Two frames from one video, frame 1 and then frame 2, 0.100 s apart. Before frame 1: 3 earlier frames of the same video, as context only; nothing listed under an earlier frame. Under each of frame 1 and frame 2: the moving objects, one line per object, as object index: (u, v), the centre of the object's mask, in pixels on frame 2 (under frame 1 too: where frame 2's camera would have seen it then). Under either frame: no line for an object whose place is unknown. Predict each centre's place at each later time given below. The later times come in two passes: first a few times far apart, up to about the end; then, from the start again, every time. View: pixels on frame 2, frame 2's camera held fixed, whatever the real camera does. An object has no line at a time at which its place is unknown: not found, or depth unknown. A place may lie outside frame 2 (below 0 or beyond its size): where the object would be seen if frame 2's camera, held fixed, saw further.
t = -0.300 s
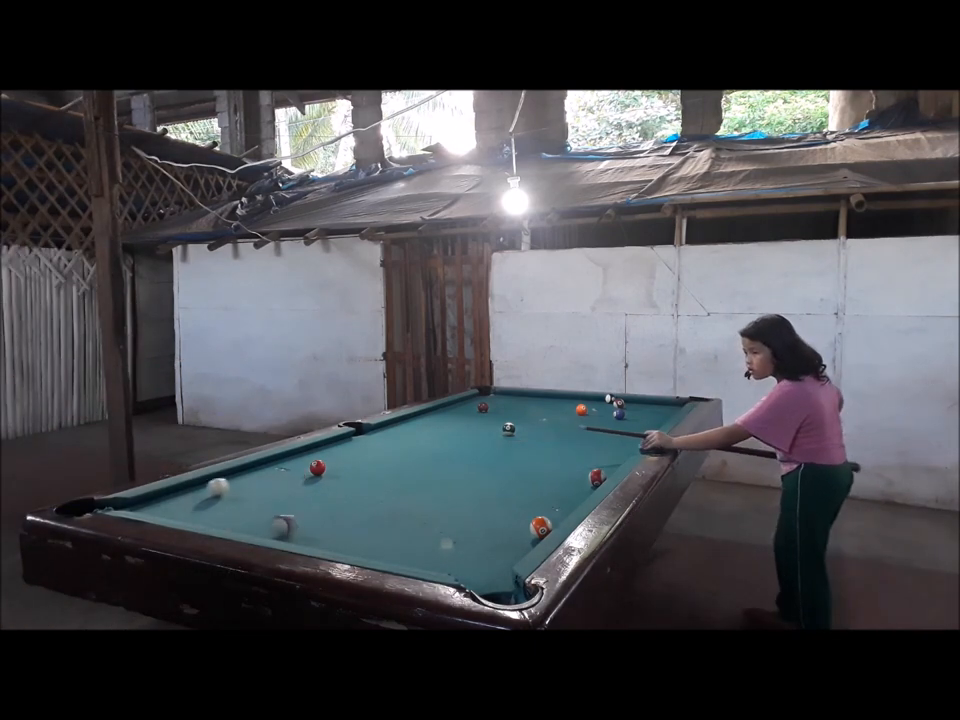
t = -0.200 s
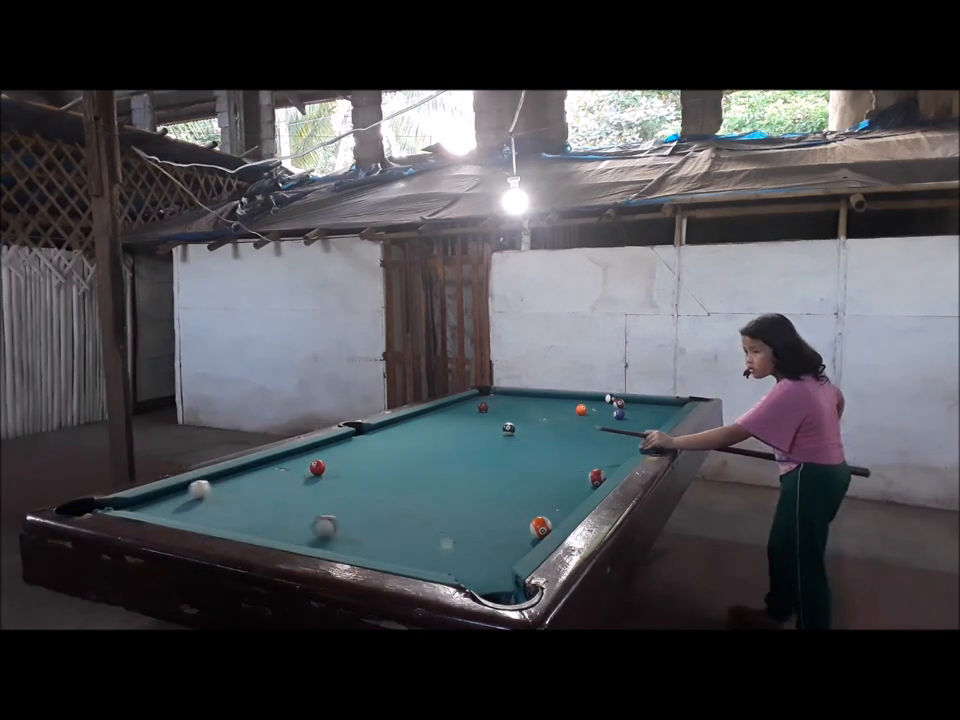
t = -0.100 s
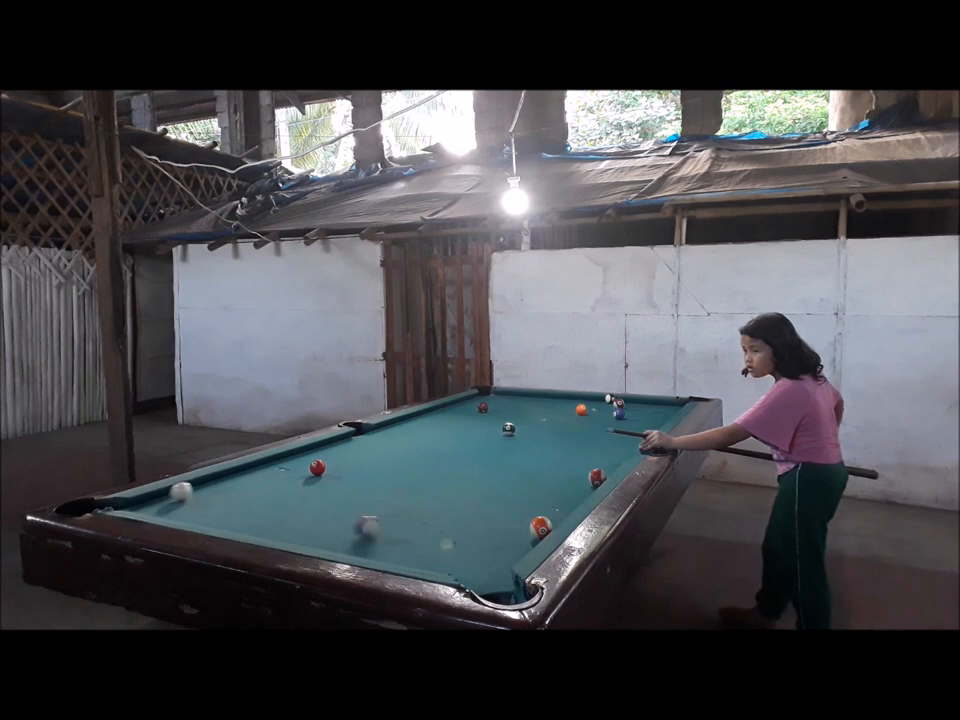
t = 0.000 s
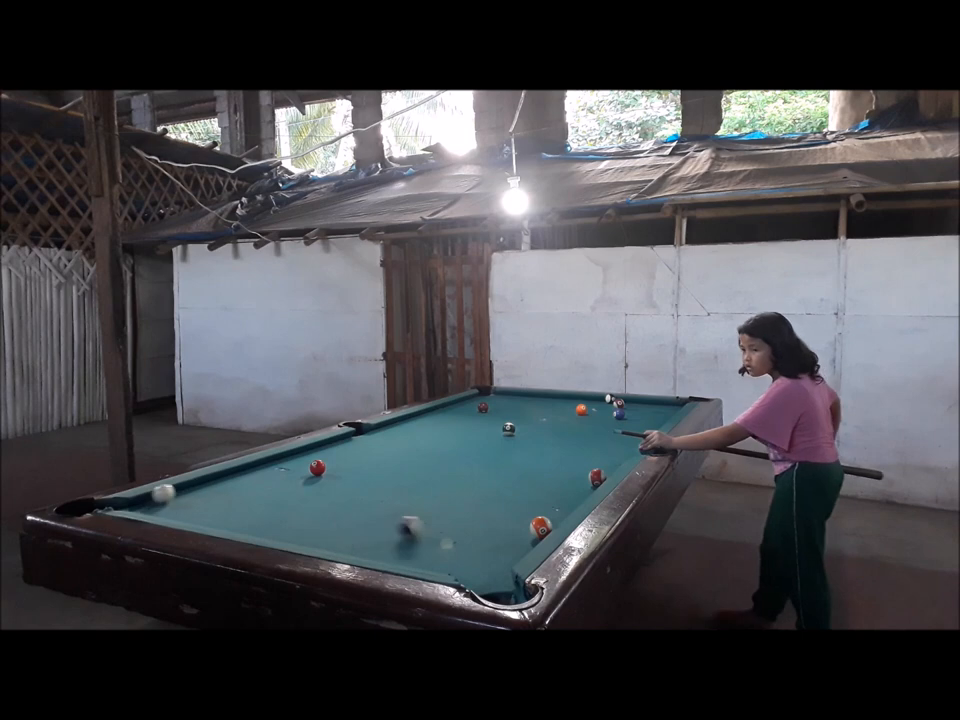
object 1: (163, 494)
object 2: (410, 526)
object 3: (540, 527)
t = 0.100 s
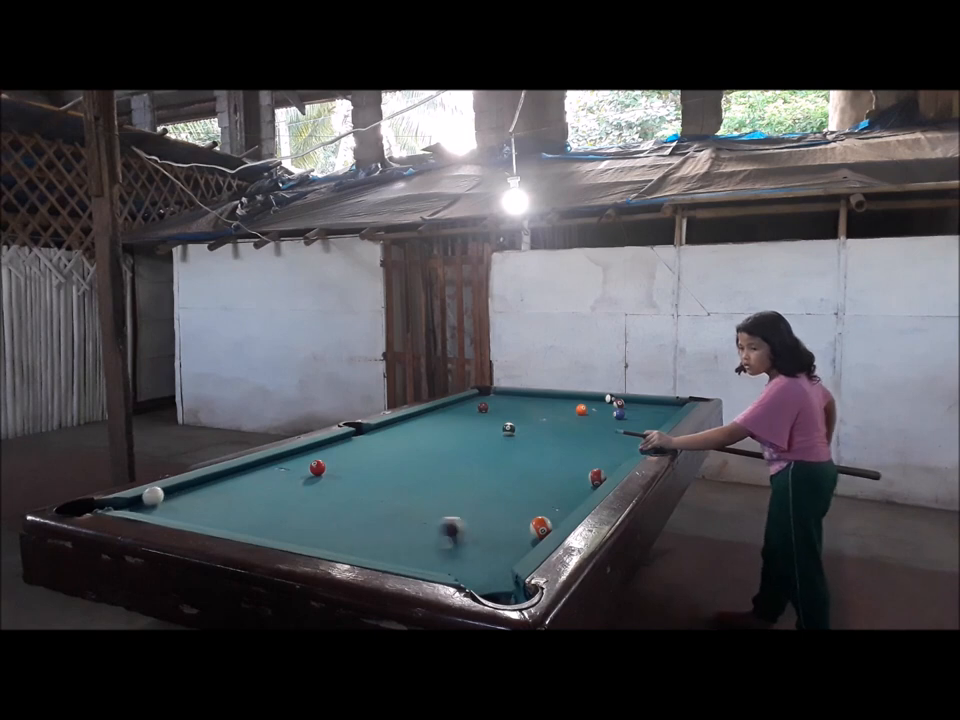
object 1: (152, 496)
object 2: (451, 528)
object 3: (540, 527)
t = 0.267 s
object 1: (147, 501)
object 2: (519, 529)
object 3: (542, 526)
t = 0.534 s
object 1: (141, 506)
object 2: (531, 535)
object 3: (519, 515)
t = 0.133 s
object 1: (151, 497)
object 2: (465, 528)
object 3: (540, 526)
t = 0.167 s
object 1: (150, 498)
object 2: (478, 528)
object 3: (540, 526)
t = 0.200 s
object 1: (149, 499)
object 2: (493, 528)
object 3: (540, 526)
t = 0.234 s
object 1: (148, 500)
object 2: (508, 529)
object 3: (540, 526)
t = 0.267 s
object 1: (147, 501)
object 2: (519, 529)
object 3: (542, 526)
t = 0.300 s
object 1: (146, 501)
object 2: (520, 530)
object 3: (541, 525)
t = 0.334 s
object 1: (145, 502)
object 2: (522, 530)
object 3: (539, 524)
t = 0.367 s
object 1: (144, 503)
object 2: (523, 531)
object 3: (536, 520)
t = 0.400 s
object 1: (144, 504)
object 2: (524, 530)
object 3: (533, 517)
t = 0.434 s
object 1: (143, 504)
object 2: (527, 533)
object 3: (529, 516)
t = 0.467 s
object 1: (142, 505)
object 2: (529, 534)
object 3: (524, 516)
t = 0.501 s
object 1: (141, 506)
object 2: (530, 535)
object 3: (522, 515)
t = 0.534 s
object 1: (141, 506)
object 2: (531, 535)
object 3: (519, 515)
